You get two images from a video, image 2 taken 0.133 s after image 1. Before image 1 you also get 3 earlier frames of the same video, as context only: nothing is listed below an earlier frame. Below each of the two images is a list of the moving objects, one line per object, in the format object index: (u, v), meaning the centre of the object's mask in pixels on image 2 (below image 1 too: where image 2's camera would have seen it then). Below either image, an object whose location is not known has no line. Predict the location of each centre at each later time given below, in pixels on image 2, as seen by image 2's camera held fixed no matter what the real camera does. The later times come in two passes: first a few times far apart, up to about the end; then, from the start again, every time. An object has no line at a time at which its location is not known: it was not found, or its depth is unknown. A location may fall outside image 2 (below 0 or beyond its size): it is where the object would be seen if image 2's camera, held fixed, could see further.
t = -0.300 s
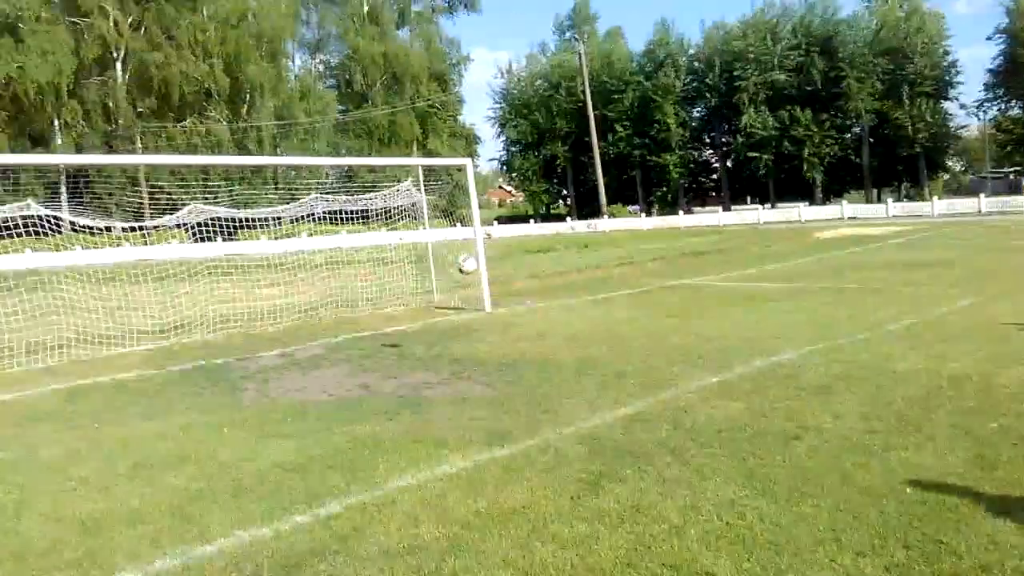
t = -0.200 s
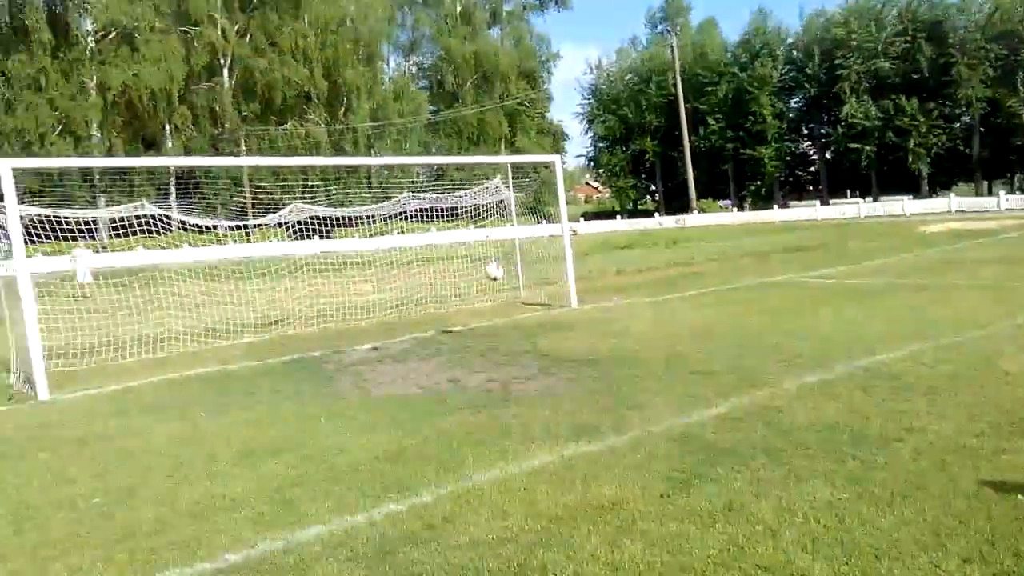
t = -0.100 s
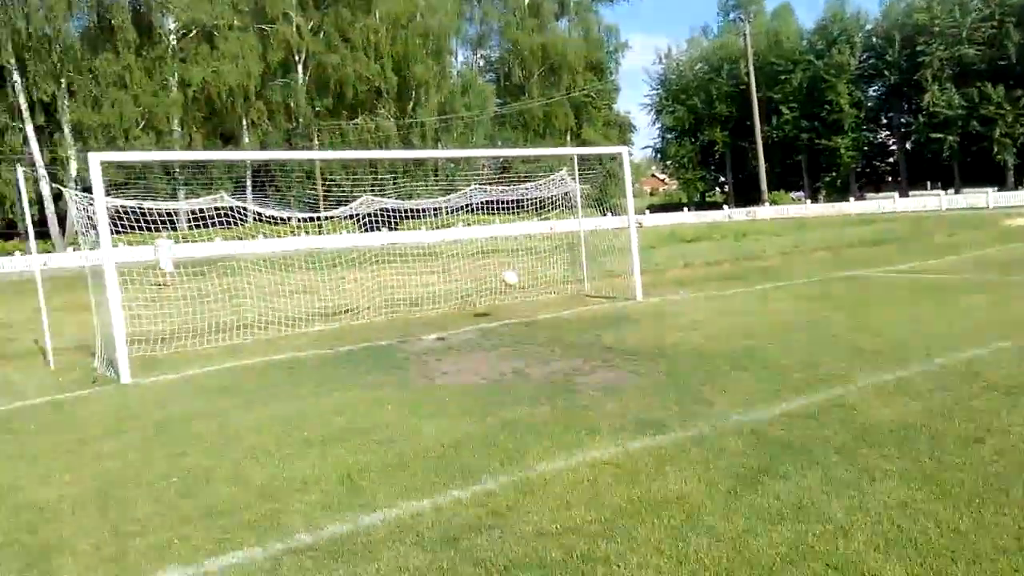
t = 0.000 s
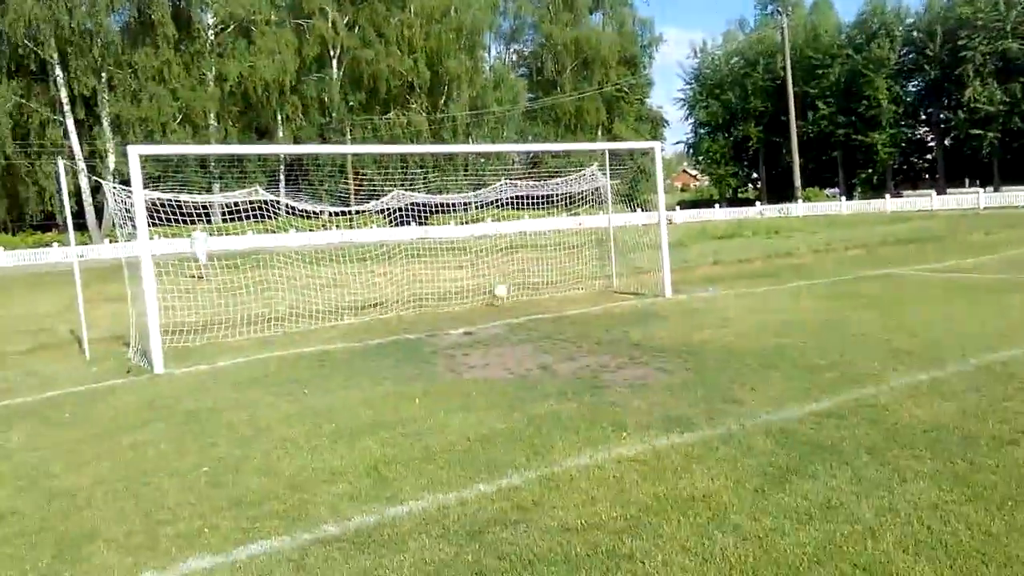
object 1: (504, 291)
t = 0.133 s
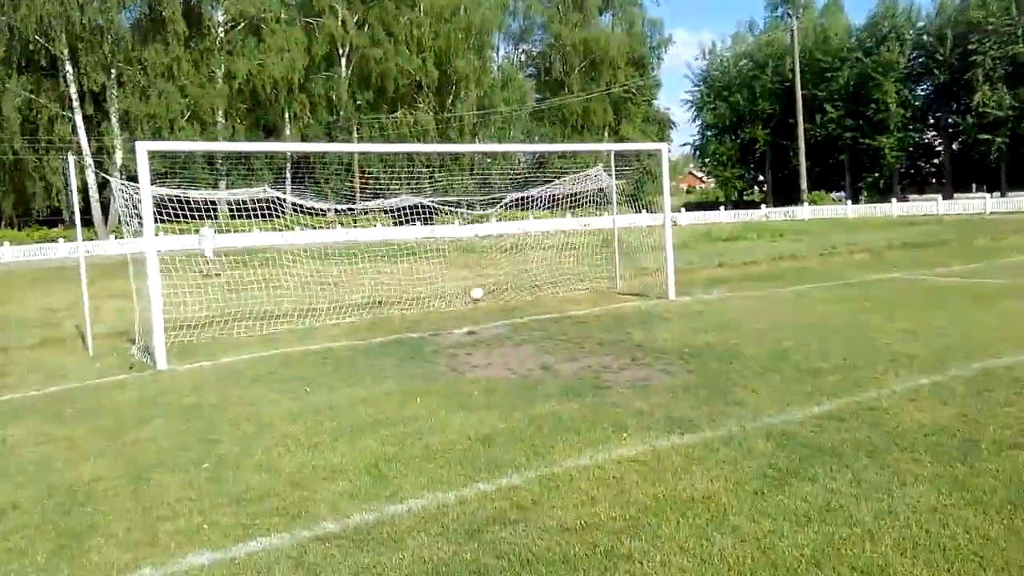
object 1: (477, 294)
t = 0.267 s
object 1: (471, 270)
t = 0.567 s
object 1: (484, 227)
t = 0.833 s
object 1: (499, 229)
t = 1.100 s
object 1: (524, 281)
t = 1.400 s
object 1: (527, 266)
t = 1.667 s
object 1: (525, 262)
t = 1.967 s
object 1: (527, 294)
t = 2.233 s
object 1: (535, 280)
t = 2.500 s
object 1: (543, 296)
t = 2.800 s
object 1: (545, 298)
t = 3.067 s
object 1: (553, 299)
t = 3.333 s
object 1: (561, 298)
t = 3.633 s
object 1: (570, 299)
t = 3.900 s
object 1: (576, 299)
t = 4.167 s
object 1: (578, 299)
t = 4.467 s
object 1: (582, 298)
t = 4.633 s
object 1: (585, 297)
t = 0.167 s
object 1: (473, 289)
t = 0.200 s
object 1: (473, 283)
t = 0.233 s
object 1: (472, 276)
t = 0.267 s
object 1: (471, 270)
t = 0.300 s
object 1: (472, 264)
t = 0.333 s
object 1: (474, 258)
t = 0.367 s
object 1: (476, 252)
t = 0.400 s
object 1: (477, 247)
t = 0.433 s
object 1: (478, 242)
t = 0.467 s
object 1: (480, 239)
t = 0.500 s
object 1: (481, 235)
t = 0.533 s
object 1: (482, 230)
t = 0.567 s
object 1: (484, 227)
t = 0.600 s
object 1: (487, 226)
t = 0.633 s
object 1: (489, 225)
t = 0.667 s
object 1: (490, 225)
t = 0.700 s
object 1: (492, 225)
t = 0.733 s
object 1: (495, 225)
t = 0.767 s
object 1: (498, 225)
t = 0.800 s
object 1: (499, 227)
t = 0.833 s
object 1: (499, 229)
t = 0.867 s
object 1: (504, 234)
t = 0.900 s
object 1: (507, 237)
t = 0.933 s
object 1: (510, 243)
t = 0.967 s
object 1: (512, 247)
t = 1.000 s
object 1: (514, 254)
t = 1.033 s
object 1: (518, 263)
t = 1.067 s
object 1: (521, 272)
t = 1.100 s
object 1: (524, 281)
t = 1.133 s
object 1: (529, 291)
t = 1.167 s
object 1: (532, 302)
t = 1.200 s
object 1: (532, 301)
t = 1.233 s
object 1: (532, 294)
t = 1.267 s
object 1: (530, 286)
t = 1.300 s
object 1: (529, 279)
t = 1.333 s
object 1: (528, 274)
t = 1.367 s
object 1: (527, 269)
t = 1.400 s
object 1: (527, 266)
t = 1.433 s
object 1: (527, 263)
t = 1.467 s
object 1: (527, 261)
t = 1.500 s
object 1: (525, 259)
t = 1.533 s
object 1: (526, 259)
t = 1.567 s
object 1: (525, 259)
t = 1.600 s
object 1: (525, 259)
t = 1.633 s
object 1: (525, 259)
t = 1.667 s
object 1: (525, 262)
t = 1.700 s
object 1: (526, 264)
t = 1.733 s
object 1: (525, 268)
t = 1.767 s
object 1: (525, 272)
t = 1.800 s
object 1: (526, 277)
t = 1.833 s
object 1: (526, 283)
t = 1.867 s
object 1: (526, 289)
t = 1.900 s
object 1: (526, 297)
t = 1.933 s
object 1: (527, 298)
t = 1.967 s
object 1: (527, 294)
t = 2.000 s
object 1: (528, 290)
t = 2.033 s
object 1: (529, 286)
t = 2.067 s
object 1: (530, 284)
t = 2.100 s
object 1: (530, 282)
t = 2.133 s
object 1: (531, 281)
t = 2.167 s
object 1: (533, 280)
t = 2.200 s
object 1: (534, 279)
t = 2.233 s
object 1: (535, 280)
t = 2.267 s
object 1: (536, 282)
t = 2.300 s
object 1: (536, 283)
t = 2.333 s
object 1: (538, 286)
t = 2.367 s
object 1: (540, 291)
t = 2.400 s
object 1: (541, 295)
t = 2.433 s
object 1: (542, 299)
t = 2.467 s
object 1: (542, 298)
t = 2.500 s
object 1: (543, 296)
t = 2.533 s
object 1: (543, 293)
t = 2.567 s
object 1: (543, 293)
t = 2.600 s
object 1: (544, 291)
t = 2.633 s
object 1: (545, 291)
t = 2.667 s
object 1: (545, 290)
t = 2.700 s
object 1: (545, 291)
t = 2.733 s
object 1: (544, 292)
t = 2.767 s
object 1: (544, 294)
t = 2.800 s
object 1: (545, 298)
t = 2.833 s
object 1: (546, 300)
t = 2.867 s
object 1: (547, 298)
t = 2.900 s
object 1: (548, 297)
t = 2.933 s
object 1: (549, 296)
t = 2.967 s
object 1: (551, 296)
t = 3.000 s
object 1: (551, 297)
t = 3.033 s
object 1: (552, 297)
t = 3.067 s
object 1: (553, 299)
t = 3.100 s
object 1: (554, 299)
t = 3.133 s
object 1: (555, 299)
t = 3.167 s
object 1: (556, 298)
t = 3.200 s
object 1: (557, 298)
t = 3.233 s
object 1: (558, 299)
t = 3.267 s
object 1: (560, 299)
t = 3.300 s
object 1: (560, 299)
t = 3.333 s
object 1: (561, 298)
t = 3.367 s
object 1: (562, 299)
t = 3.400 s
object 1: (562, 299)
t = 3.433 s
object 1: (563, 299)
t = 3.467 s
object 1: (565, 299)
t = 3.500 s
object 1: (566, 299)
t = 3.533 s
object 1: (567, 299)
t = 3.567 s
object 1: (569, 299)
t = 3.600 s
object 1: (570, 299)
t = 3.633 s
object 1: (570, 299)
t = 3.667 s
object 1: (571, 300)
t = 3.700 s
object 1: (571, 300)
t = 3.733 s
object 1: (573, 300)
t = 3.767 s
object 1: (573, 299)
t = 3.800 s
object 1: (573, 299)
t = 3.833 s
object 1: (574, 299)
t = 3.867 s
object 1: (574, 299)
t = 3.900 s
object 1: (576, 299)
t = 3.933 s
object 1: (576, 299)
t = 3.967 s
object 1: (576, 299)
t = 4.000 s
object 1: (576, 299)
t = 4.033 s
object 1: (577, 299)
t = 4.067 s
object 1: (578, 299)
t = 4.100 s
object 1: (578, 299)
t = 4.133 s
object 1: (578, 299)
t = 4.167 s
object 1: (578, 299)
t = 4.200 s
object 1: (578, 299)
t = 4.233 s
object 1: (580, 298)
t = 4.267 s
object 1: (579, 298)
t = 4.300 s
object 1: (580, 298)
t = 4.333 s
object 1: (580, 298)
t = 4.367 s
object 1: (581, 298)
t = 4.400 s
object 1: (582, 298)
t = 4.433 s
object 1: (582, 298)
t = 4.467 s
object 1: (582, 298)
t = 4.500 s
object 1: (583, 297)
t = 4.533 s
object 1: (583, 297)
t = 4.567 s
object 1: (585, 297)
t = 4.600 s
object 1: (585, 296)
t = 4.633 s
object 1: (585, 297)
